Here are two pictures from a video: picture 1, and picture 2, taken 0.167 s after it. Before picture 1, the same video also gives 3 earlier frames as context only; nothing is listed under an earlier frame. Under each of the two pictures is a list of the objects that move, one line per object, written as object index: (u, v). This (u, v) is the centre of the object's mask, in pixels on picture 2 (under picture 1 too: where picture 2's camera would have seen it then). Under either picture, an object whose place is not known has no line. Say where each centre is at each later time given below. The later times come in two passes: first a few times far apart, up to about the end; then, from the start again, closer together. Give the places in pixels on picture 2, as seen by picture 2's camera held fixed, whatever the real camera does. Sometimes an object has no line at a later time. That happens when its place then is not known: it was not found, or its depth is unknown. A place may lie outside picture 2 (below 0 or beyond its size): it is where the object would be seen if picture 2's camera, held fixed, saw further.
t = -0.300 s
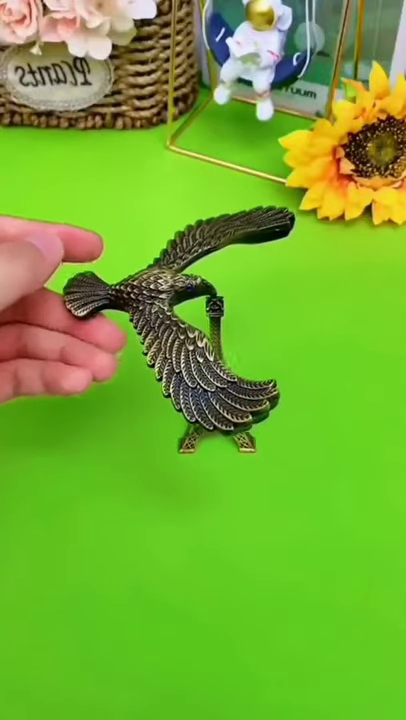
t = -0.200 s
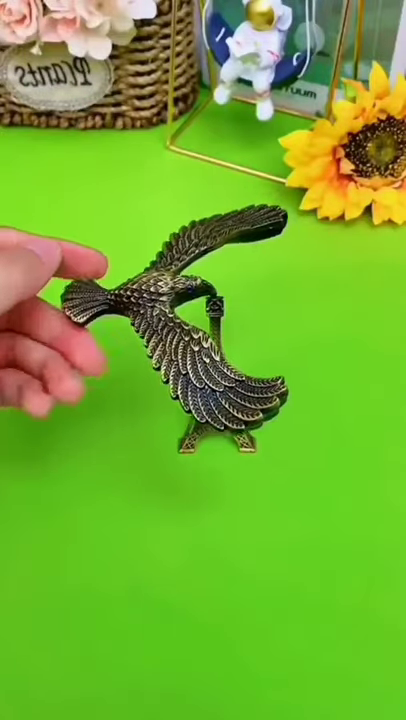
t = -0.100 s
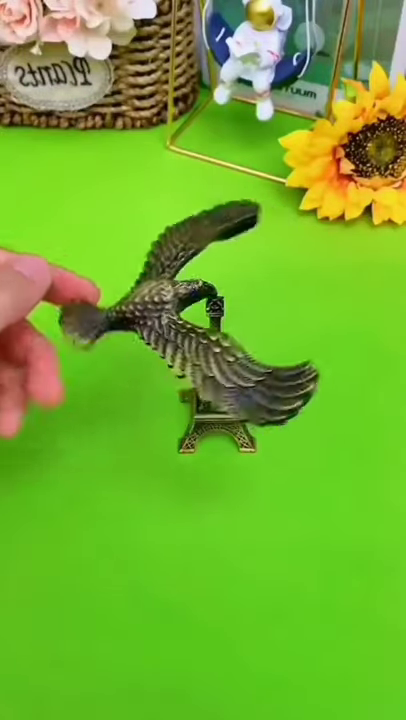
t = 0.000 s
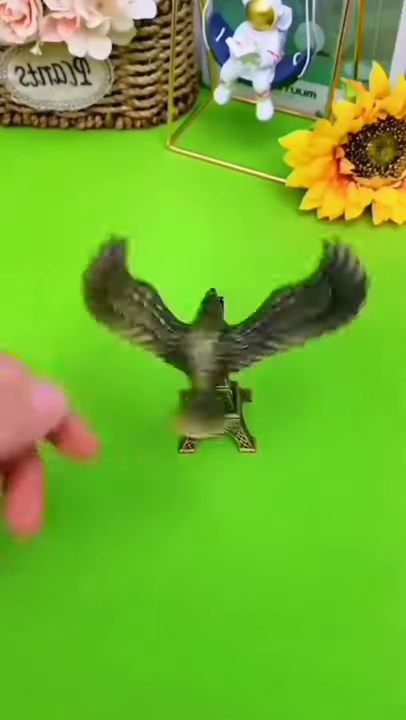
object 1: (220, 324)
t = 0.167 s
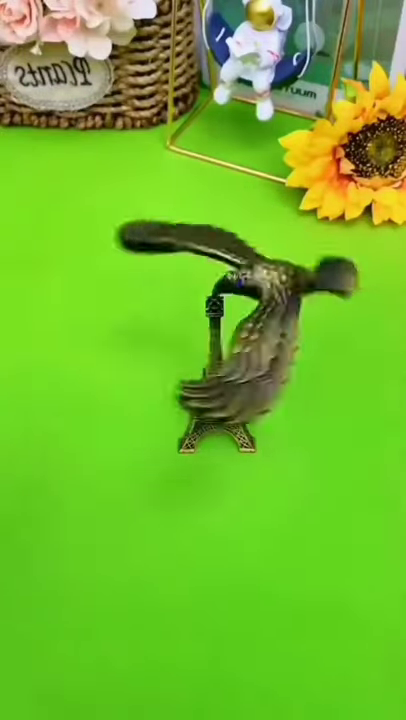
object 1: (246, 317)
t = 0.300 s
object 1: (202, 283)
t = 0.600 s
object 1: (214, 325)
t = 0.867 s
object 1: (217, 284)
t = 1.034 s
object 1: (184, 322)
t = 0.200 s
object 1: (258, 307)
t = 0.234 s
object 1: (239, 280)
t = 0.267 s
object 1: (222, 282)
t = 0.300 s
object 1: (202, 283)
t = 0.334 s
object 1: (189, 284)
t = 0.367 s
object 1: (172, 311)
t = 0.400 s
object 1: (183, 319)
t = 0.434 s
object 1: (194, 325)
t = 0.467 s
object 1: (209, 327)
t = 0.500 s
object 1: (216, 329)
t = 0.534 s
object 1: (216, 323)
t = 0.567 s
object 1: (215, 325)
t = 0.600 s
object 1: (214, 325)
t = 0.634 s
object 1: (217, 327)
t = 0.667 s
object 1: (224, 326)
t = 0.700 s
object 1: (232, 324)
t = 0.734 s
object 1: (241, 319)
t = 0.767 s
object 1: (256, 313)
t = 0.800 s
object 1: (239, 285)
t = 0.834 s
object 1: (227, 284)
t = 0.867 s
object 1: (217, 284)
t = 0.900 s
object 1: (202, 282)
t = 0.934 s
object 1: (188, 282)
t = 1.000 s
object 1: (176, 315)
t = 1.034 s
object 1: (184, 322)
